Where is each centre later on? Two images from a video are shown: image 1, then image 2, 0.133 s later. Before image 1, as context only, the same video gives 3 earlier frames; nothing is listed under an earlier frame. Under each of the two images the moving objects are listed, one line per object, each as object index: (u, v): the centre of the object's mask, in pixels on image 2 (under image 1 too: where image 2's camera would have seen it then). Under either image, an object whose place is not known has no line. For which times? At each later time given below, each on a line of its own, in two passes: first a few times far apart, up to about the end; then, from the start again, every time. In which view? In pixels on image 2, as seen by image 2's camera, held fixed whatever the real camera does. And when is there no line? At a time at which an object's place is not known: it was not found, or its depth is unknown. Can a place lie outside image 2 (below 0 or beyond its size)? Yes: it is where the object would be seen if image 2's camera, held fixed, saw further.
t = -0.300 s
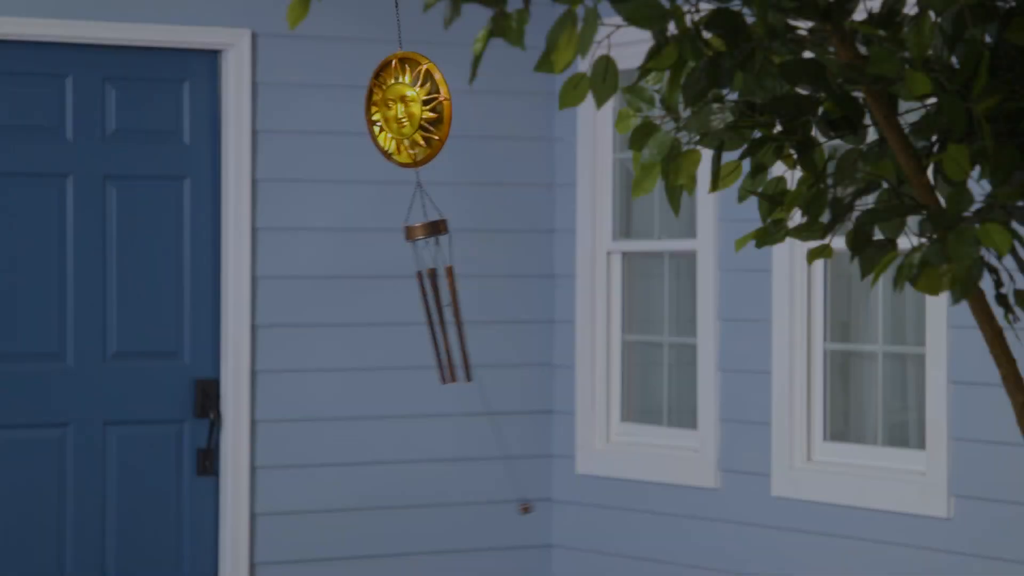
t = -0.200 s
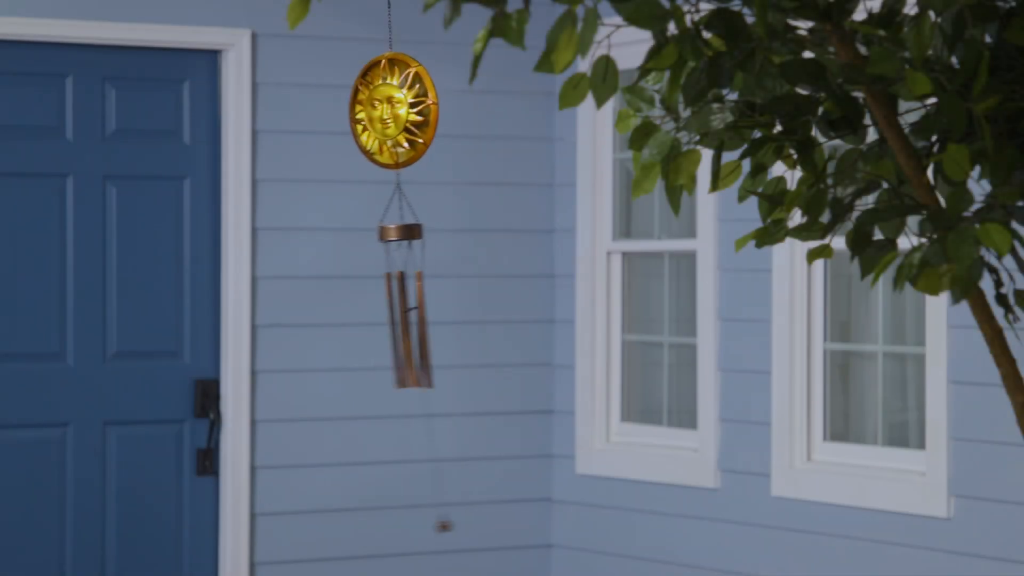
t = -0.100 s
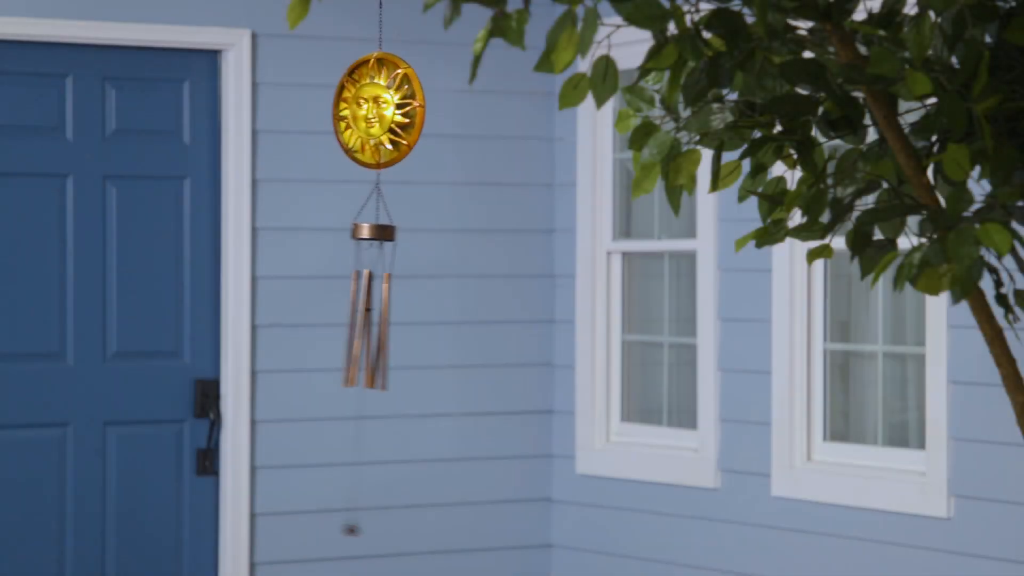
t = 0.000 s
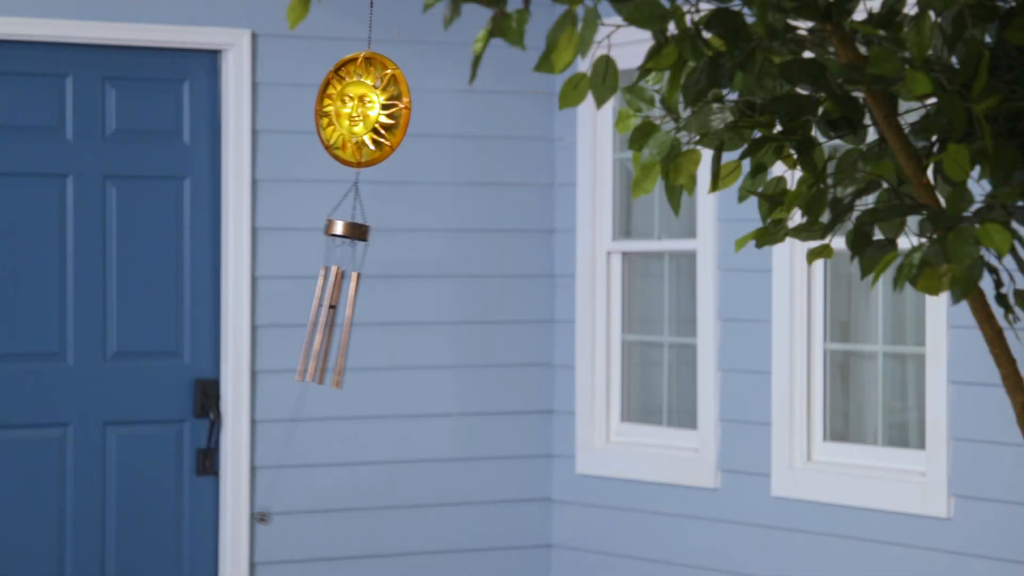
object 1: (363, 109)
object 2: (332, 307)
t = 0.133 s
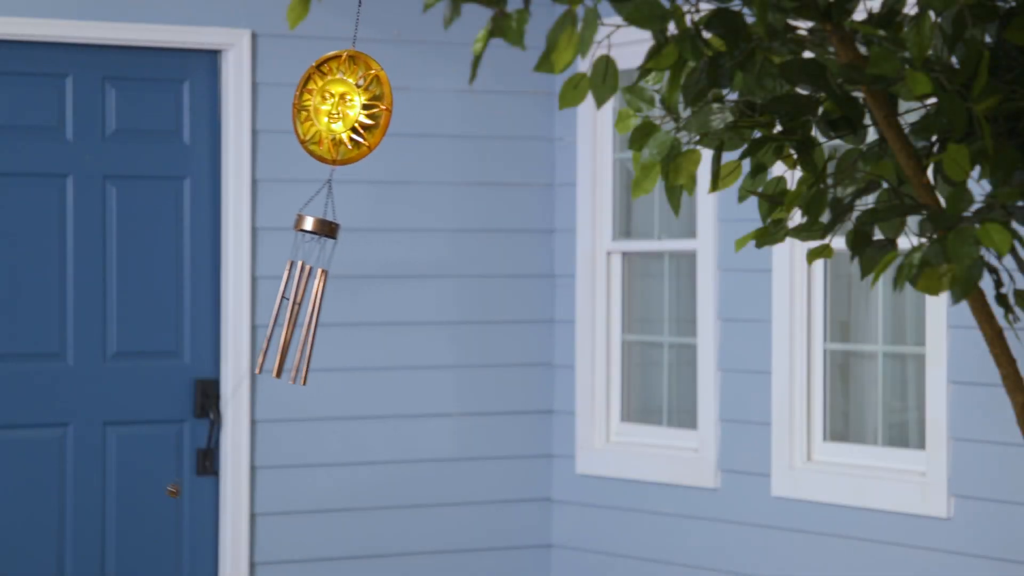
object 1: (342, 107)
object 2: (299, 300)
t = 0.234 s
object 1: (331, 105)
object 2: (287, 298)
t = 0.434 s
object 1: (334, 105)
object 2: (292, 300)
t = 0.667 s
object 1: (367, 111)
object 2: (354, 303)
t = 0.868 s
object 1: (400, 110)
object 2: (424, 297)
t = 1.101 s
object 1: (428, 106)
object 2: (478, 289)
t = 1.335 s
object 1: (425, 106)
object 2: (469, 290)
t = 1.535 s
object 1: (400, 110)
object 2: (418, 303)
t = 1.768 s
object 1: (362, 109)
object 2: (342, 296)
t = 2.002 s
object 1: (334, 106)
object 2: (295, 289)
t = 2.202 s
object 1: (338, 106)
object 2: (299, 291)
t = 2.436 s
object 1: (366, 111)
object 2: (356, 303)
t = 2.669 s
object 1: (402, 110)
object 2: (429, 302)
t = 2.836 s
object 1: (424, 106)
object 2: (466, 292)
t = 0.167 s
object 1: (338, 107)
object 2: (298, 297)
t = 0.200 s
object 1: (334, 106)
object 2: (290, 297)
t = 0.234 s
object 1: (331, 105)
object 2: (287, 298)
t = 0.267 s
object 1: (329, 105)
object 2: (285, 292)
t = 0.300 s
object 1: (328, 105)
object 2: (284, 291)
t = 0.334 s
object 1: (328, 104)
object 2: (285, 292)
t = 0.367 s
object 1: (329, 104)
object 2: (287, 291)
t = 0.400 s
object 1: (331, 105)
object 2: (290, 291)
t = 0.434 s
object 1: (334, 105)
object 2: (292, 300)
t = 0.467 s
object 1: (337, 106)
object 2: (298, 301)
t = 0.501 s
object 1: (342, 107)
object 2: (305, 301)
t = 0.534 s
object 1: (346, 108)
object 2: (314, 301)
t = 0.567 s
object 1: (351, 109)
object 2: (323, 301)
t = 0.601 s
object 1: (357, 110)
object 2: (331, 305)
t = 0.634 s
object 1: (362, 111)
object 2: (342, 301)
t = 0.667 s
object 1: (367, 111)
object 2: (354, 303)
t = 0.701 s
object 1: (373, 111)
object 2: (367, 301)
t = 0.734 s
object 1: (378, 111)
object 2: (376, 296)
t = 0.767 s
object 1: (384, 111)
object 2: (391, 299)
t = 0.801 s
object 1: (389, 111)
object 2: (402, 294)
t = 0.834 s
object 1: (395, 110)
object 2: (413, 294)
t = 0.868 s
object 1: (400, 110)
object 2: (424, 297)
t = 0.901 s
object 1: (405, 109)
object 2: (434, 296)
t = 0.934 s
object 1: (410, 109)
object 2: (445, 299)
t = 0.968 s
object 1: (414, 108)
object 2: (454, 295)
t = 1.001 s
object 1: (418, 108)
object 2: (461, 292)
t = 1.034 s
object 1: (422, 107)
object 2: (469, 292)
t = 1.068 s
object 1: (425, 106)
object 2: (475, 291)
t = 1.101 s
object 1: (428, 106)
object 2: (478, 289)
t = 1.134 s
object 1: (429, 106)
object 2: (481, 288)
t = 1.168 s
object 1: (430, 105)
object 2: (483, 287)
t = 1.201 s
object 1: (431, 105)
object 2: (483, 286)
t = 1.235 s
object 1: (431, 105)
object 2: (481, 286)
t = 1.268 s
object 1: (430, 105)
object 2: (478, 286)
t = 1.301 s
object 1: (428, 105)
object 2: (474, 286)
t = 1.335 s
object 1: (425, 106)
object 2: (469, 290)
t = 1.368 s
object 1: (422, 106)
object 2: (463, 292)
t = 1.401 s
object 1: (419, 107)
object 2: (456, 293)
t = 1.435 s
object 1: (415, 108)
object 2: (448, 295)
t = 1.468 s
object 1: (410, 109)
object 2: (439, 299)
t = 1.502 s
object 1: (405, 110)
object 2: (429, 300)
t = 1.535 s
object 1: (400, 110)
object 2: (418, 303)
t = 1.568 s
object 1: (395, 111)
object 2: (407, 303)
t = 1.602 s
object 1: (390, 111)
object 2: (396, 306)
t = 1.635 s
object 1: (384, 111)
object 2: (384, 306)
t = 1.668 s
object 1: (379, 111)
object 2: (373, 305)
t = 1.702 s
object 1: (373, 110)
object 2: (362, 304)
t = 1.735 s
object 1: (367, 110)
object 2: (351, 303)
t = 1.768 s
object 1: (362, 109)
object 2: (342, 296)
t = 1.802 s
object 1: (356, 109)
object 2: (331, 302)
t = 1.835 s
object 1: (351, 108)
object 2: (322, 302)
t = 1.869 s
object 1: (346, 107)
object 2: (314, 303)
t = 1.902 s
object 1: (342, 107)
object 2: (308, 301)
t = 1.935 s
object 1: (339, 107)
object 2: (303, 293)
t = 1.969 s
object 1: (336, 106)
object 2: (299, 290)
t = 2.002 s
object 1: (334, 106)
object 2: (295, 289)
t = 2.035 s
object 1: (333, 106)
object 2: (292, 290)
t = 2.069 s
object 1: (332, 106)
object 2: (290, 291)
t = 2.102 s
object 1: (332, 106)
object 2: (290, 291)
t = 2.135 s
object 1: (333, 106)
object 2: (292, 291)
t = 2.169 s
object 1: (335, 106)
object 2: (295, 291)
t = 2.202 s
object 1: (338, 106)
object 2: (299, 291)
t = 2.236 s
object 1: (341, 107)
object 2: (304, 291)
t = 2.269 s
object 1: (344, 107)
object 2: (309, 295)
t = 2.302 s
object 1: (348, 108)
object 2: (317, 298)
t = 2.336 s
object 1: (353, 109)
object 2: (326, 294)
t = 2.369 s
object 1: (357, 110)
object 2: (335, 300)
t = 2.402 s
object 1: (361, 110)
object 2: (345, 295)
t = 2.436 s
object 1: (366, 111)
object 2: (356, 303)
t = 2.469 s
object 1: (371, 111)
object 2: (366, 297)
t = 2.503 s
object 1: (376, 111)
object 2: (377, 297)
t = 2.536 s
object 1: (381, 111)
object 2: (388, 300)
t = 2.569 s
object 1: (386, 111)
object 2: (399, 304)
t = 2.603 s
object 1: (391, 111)
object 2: (410, 302)
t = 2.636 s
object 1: (396, 110)
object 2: (419, 303)
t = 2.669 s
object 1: (402, 110)
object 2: (429, 302)
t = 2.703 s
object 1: (407, 109)
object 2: (437, 295)
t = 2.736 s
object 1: (412, 108)
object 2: (445, 293)
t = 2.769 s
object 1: (417, 108)
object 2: (453, 294)
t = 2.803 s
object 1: (421, 107)
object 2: (459, 293)
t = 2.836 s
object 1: (424, 106)
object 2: (466, 292)
